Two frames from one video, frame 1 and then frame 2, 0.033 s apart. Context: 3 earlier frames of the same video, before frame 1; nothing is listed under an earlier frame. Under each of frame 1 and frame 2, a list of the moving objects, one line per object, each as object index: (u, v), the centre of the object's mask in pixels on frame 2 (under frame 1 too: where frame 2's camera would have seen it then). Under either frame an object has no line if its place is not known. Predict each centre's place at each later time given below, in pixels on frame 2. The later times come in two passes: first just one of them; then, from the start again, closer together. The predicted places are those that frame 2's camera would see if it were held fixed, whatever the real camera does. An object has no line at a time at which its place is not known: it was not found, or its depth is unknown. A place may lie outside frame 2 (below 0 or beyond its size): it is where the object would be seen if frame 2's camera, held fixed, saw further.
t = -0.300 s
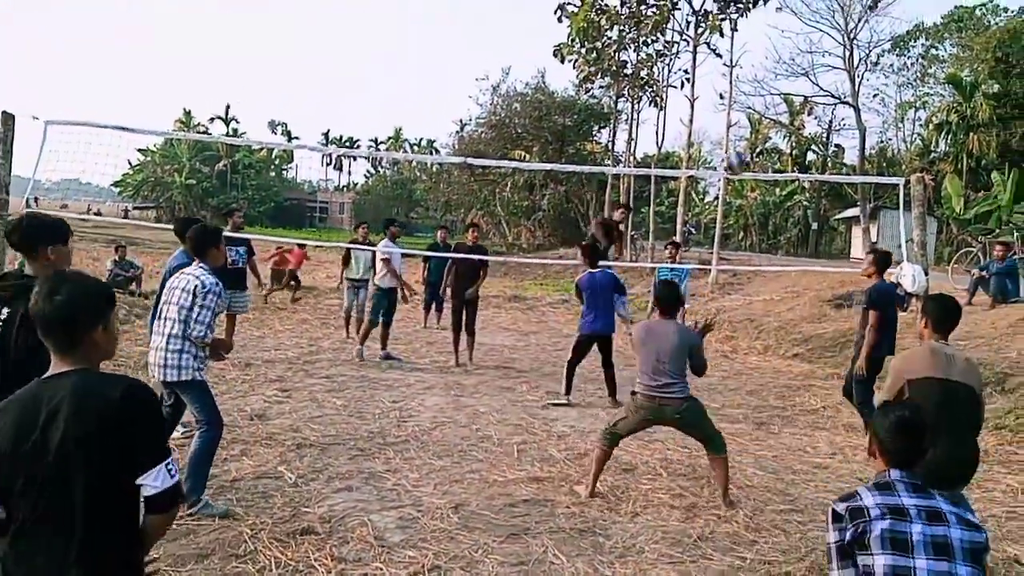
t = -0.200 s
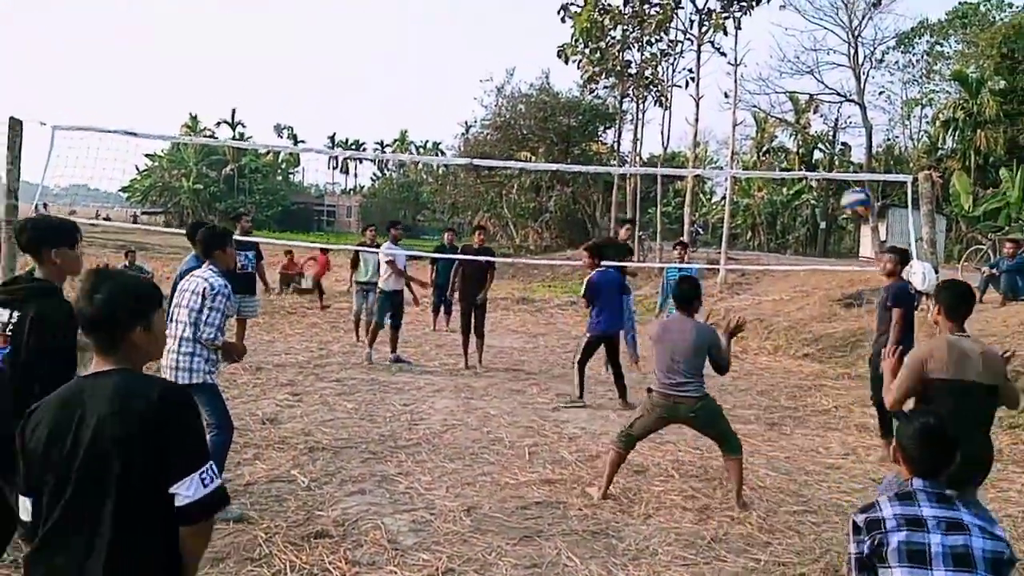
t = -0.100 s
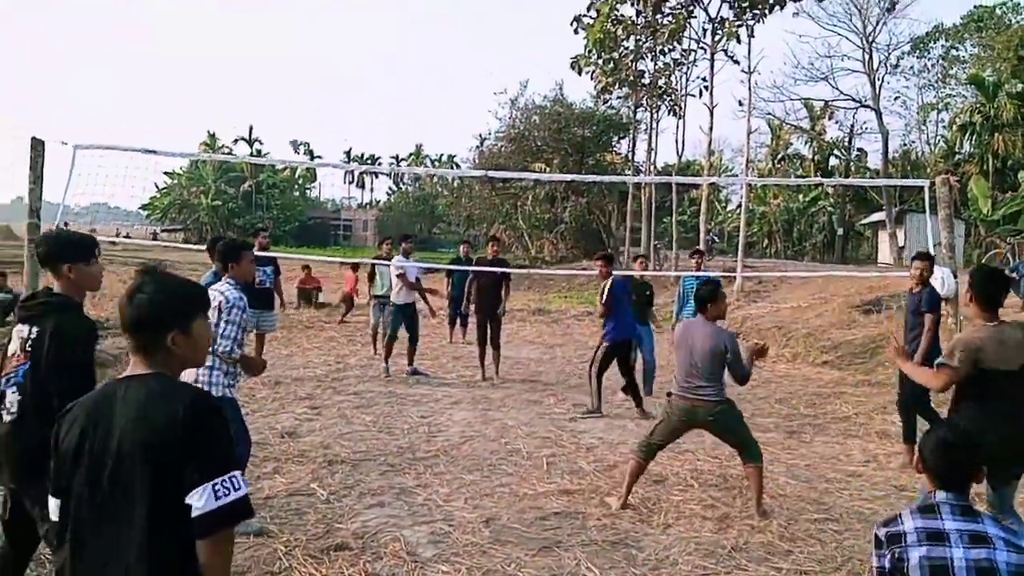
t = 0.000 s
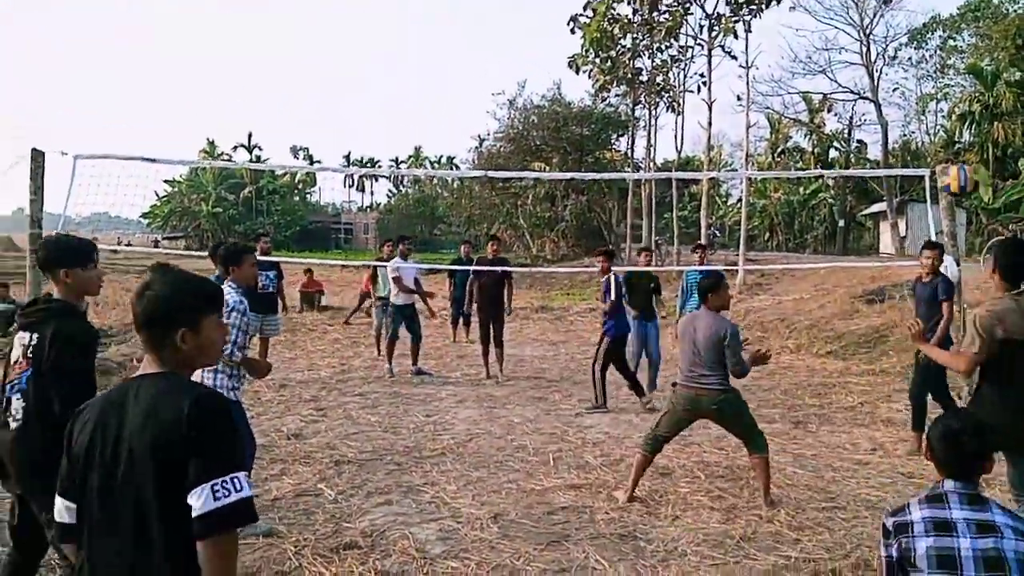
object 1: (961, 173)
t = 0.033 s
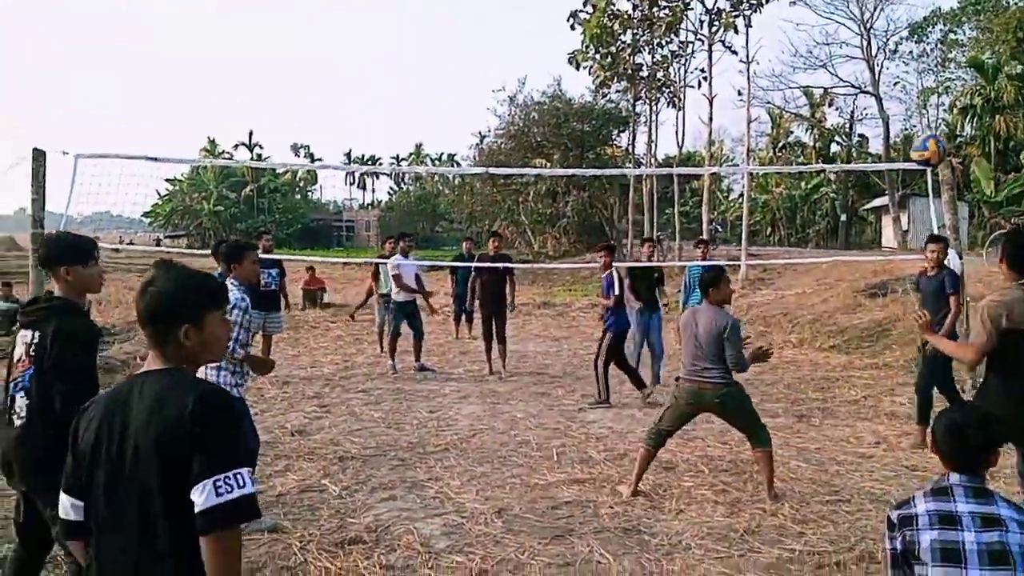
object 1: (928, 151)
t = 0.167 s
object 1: (823, 80)
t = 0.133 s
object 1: (847, 94)
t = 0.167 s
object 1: (823, 80)
